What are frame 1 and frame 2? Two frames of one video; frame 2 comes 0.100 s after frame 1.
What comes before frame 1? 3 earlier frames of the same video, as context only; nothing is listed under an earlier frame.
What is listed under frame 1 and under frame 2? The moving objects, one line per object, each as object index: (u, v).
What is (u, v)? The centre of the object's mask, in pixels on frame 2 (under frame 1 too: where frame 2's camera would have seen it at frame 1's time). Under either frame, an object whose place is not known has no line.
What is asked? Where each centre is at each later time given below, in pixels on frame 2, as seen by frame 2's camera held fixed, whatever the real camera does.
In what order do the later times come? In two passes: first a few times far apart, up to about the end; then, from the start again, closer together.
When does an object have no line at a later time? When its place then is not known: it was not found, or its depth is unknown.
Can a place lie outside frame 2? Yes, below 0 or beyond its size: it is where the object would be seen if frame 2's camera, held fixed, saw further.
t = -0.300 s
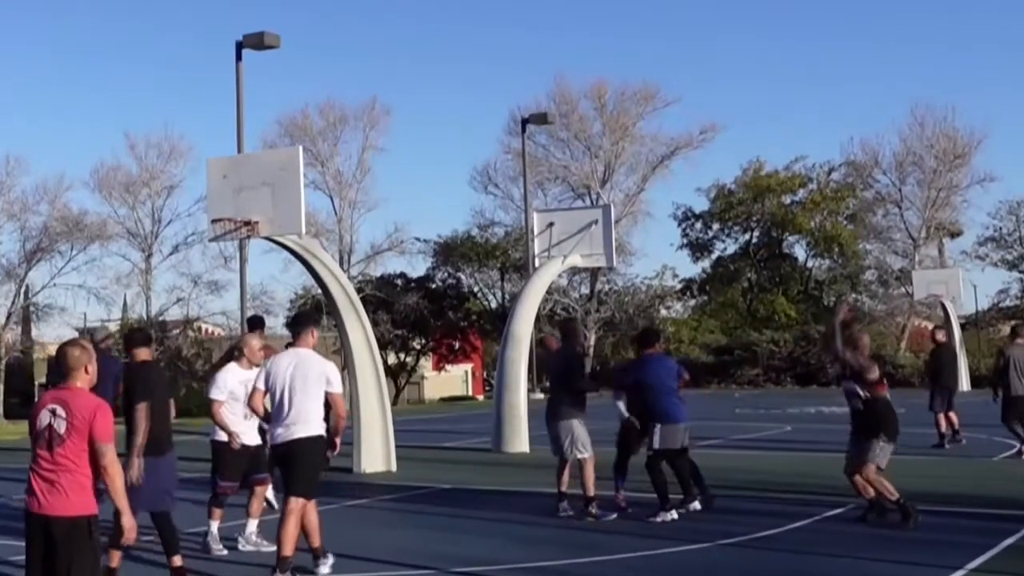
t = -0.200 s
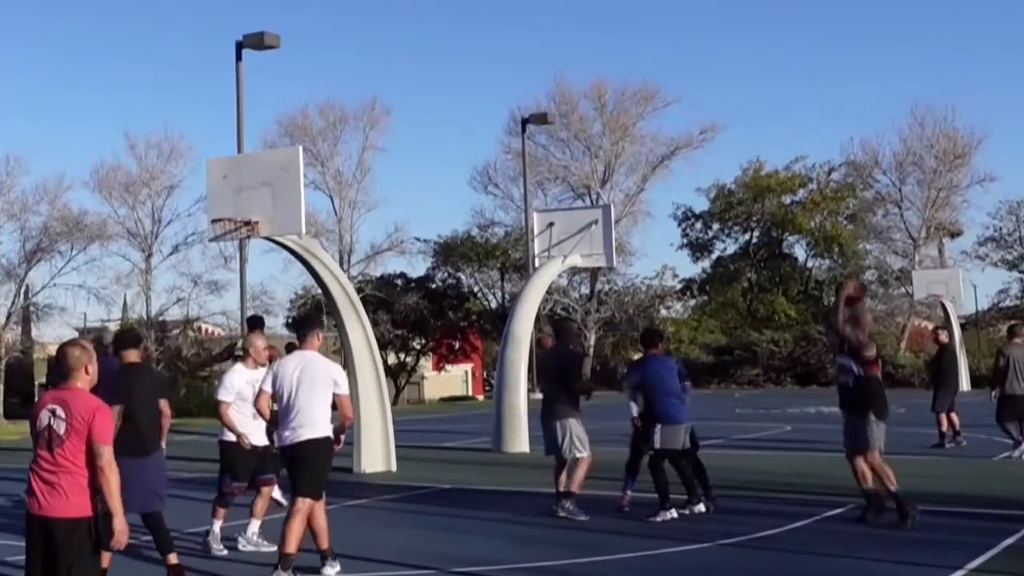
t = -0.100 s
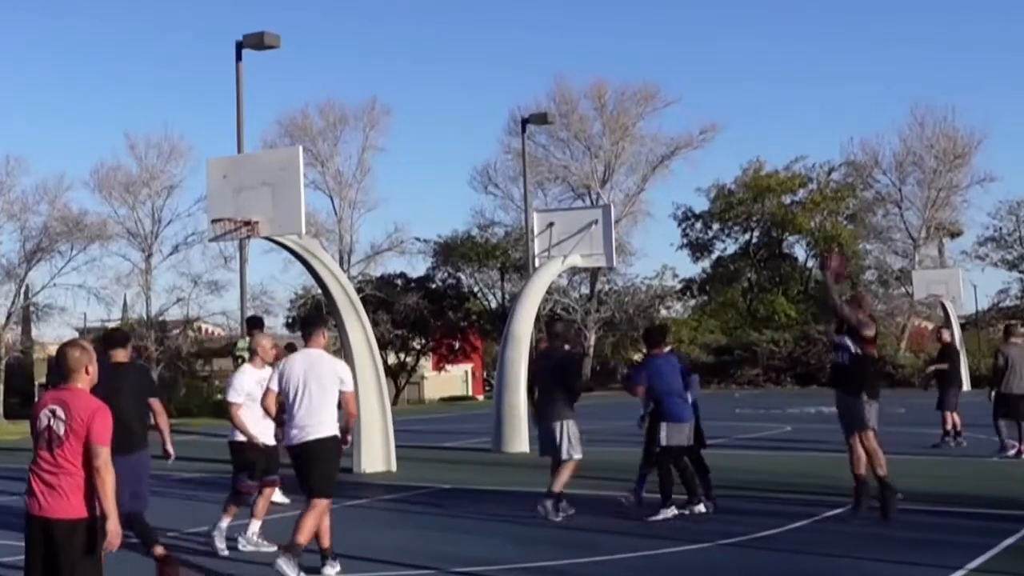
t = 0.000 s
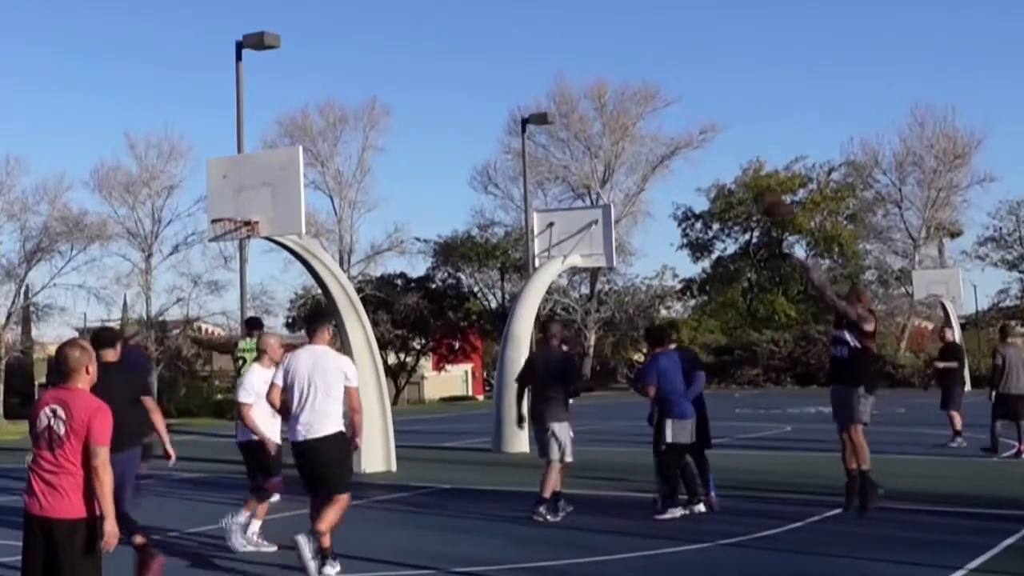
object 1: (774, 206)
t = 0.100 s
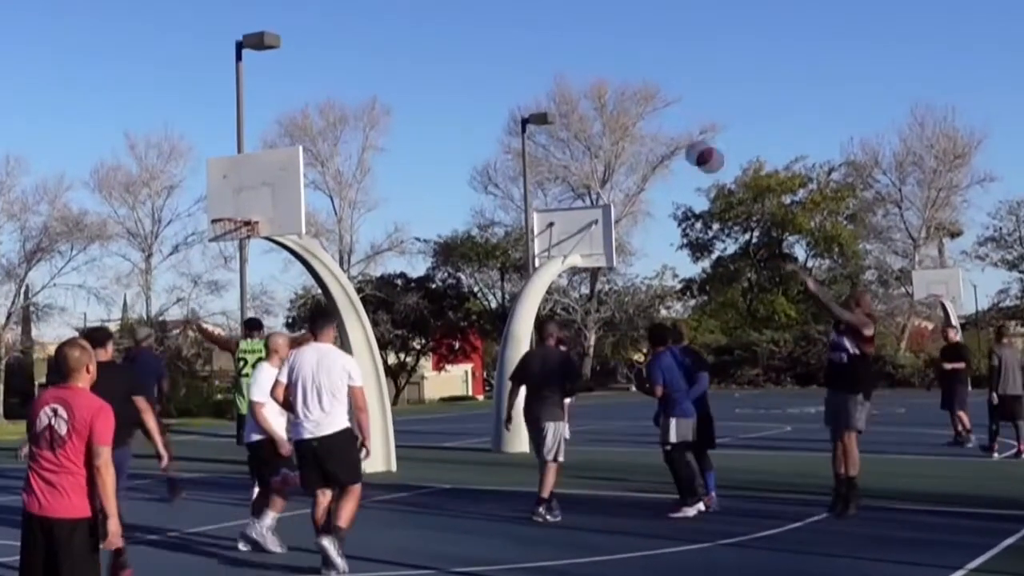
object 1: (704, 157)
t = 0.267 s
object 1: (599, 101)
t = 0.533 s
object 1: (457, 79)
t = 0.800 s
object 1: (335, 121)
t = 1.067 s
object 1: (228, 218)
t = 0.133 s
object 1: (683, 143)
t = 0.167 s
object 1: (661, 131)
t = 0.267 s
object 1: (599, 101)
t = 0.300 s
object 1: (582, 95)
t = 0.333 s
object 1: (562, 90)
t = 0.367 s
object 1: (544, 85)
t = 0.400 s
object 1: (526, 81)
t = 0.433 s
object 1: (509, 79)
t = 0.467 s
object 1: (491, 78)
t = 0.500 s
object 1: (474, 78)
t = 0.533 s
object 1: (457, 79)
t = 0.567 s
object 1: (441, 81)
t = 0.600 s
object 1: (425, 84)
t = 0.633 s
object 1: (409, 88)
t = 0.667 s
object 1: (394, 92)
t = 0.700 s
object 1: (379, 98)
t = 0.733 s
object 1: (364, 105)
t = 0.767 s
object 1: (349, 113)
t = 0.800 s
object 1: (335, 121)
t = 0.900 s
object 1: (292, 151)
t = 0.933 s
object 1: (280, 163)
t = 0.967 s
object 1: (267, 176)
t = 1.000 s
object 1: (253, 189)
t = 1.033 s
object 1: (240, 203)
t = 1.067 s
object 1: (228, 218)
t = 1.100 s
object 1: (221, 232)
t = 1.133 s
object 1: (221, 245)
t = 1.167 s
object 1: (220, 258)
